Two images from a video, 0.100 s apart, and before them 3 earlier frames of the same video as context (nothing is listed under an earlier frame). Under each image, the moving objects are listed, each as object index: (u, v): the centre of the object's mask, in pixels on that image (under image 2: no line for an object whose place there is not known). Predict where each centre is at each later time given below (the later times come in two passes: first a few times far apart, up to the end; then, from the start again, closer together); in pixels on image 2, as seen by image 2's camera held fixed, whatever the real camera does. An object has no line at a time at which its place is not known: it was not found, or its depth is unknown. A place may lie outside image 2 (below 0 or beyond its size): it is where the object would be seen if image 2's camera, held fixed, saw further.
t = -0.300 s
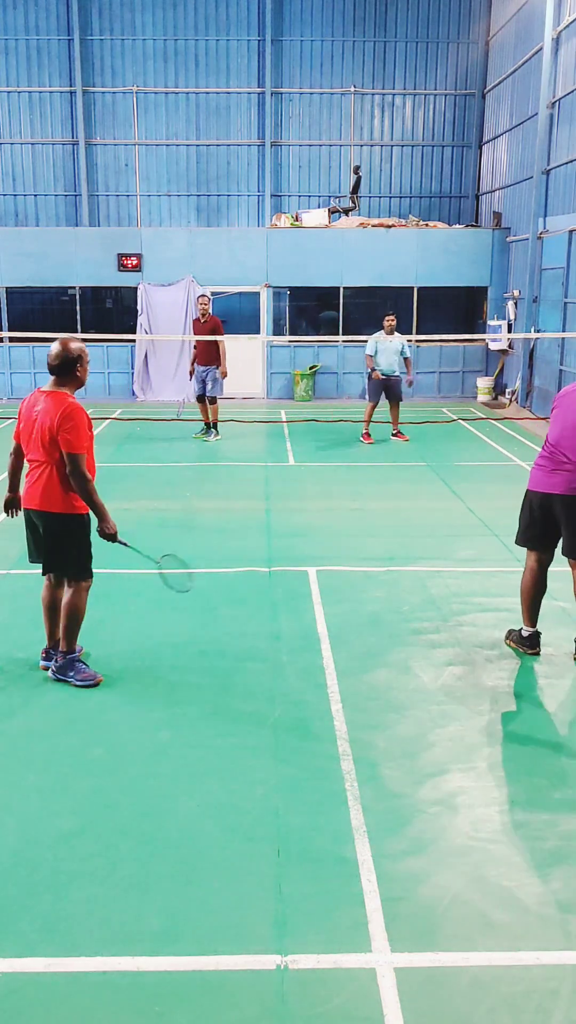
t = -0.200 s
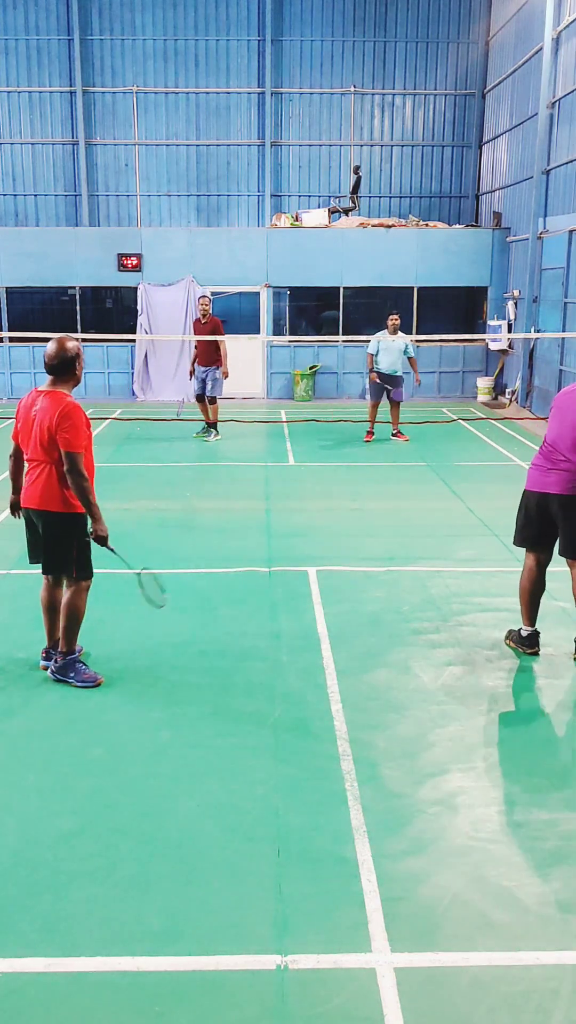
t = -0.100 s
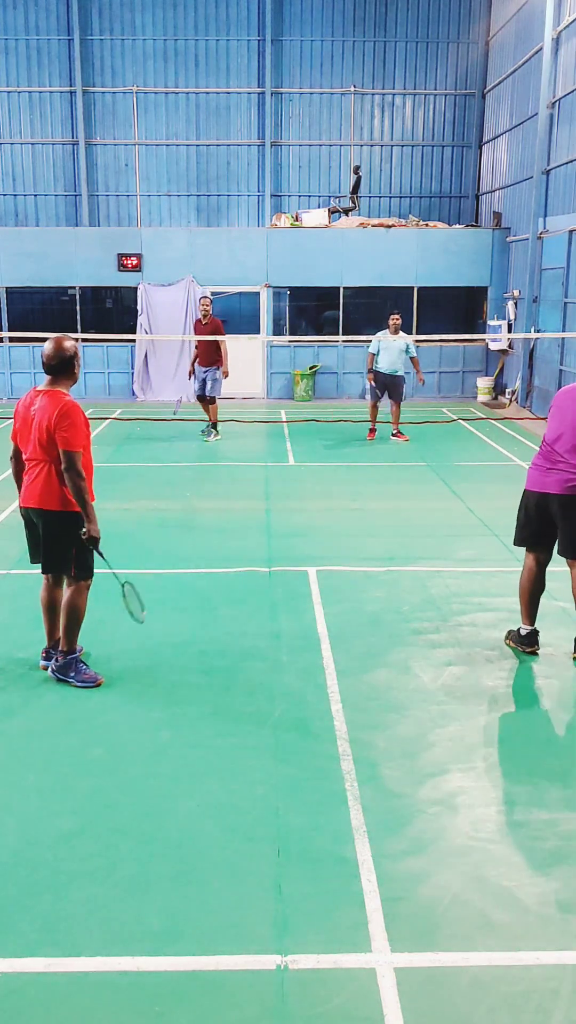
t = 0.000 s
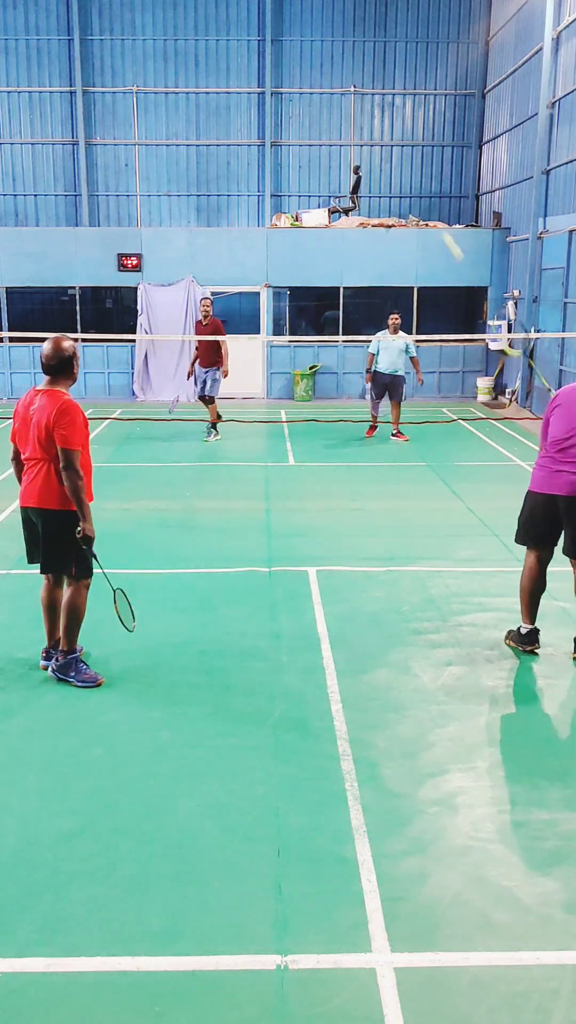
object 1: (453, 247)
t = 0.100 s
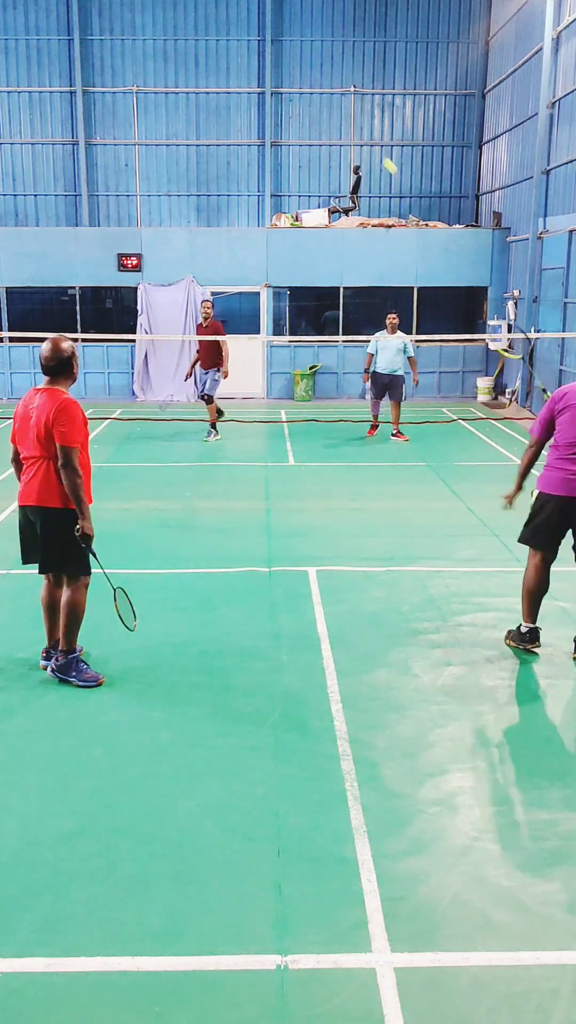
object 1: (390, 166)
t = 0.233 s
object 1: (342, 119)
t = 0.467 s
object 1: (297, 108)
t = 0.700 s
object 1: (271, 142)
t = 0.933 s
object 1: (255, 201)
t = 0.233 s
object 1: (342, 119)
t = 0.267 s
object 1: (335, 115)
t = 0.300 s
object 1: (327, 111)
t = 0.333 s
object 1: (320, 107)
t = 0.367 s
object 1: (313, 106)
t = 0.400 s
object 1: (308, 106)
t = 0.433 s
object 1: (303, 108)
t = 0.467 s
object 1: (297, 108)
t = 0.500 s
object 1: (293, 110)
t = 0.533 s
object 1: (288, 113)
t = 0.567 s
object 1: (285, 118)
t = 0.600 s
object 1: (280, 123)
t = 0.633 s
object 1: (277, 128)
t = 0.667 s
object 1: (275, 135)
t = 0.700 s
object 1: (271, 142)
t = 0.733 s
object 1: (268, 149)
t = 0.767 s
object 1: (265, 157)
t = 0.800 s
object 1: (263, 165)
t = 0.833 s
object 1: (261, 174)
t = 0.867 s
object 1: (259, 183)
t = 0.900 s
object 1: (257, 192)
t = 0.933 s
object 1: (255, 201)
